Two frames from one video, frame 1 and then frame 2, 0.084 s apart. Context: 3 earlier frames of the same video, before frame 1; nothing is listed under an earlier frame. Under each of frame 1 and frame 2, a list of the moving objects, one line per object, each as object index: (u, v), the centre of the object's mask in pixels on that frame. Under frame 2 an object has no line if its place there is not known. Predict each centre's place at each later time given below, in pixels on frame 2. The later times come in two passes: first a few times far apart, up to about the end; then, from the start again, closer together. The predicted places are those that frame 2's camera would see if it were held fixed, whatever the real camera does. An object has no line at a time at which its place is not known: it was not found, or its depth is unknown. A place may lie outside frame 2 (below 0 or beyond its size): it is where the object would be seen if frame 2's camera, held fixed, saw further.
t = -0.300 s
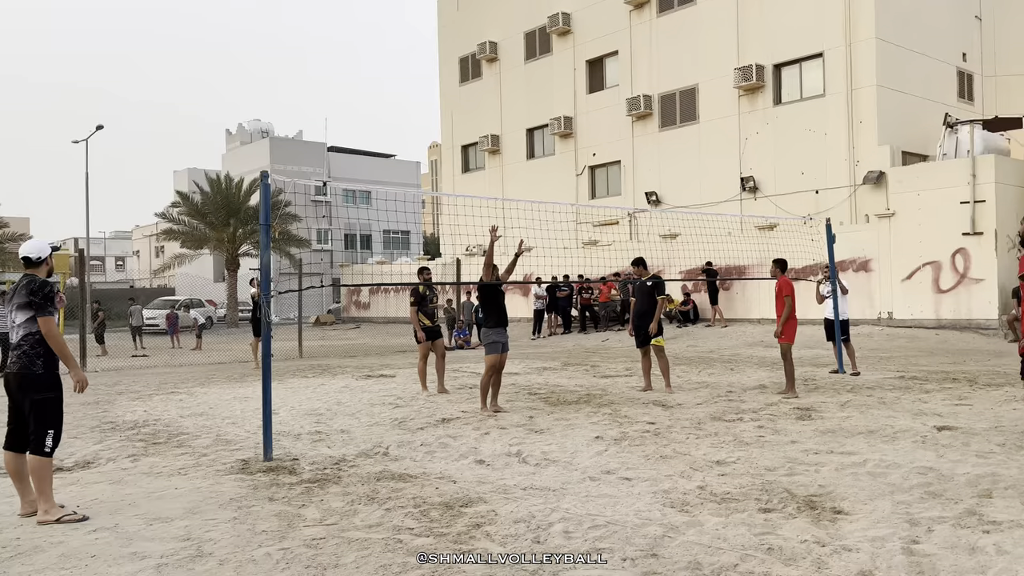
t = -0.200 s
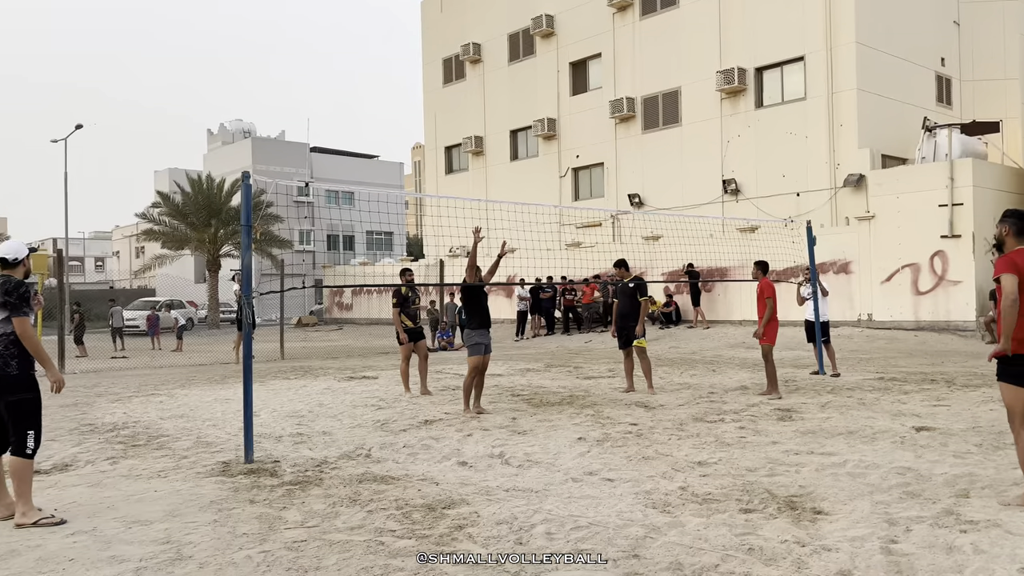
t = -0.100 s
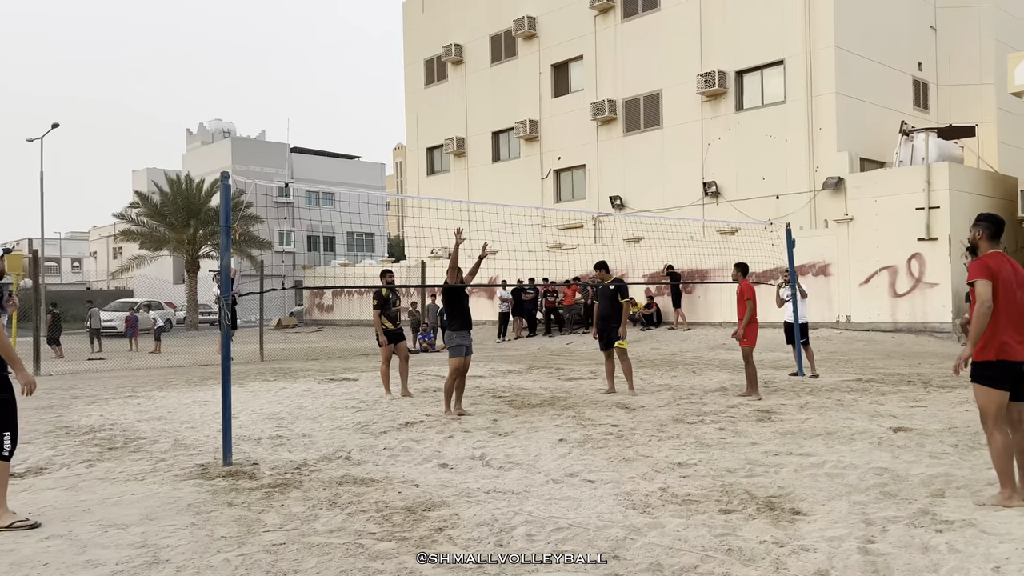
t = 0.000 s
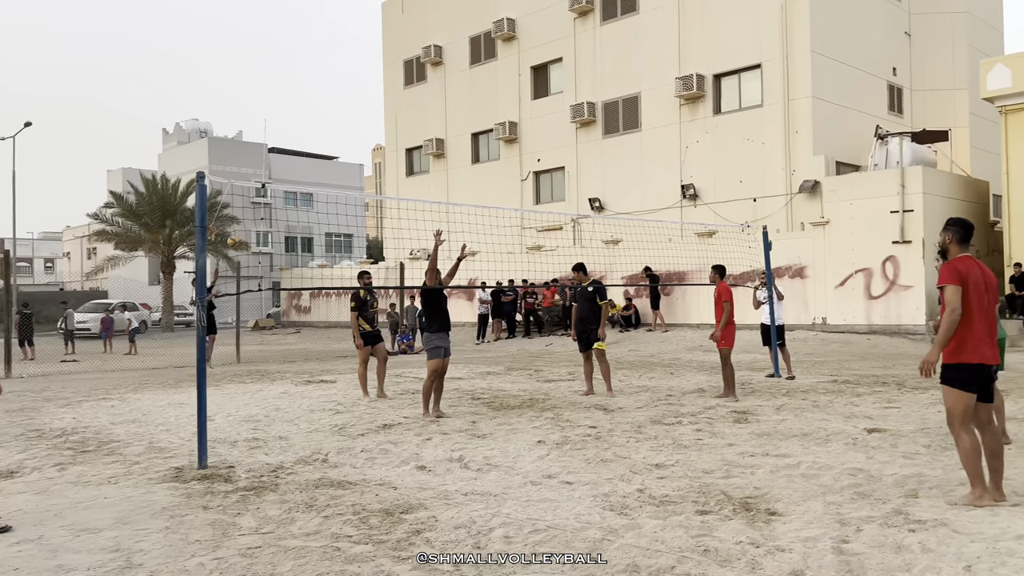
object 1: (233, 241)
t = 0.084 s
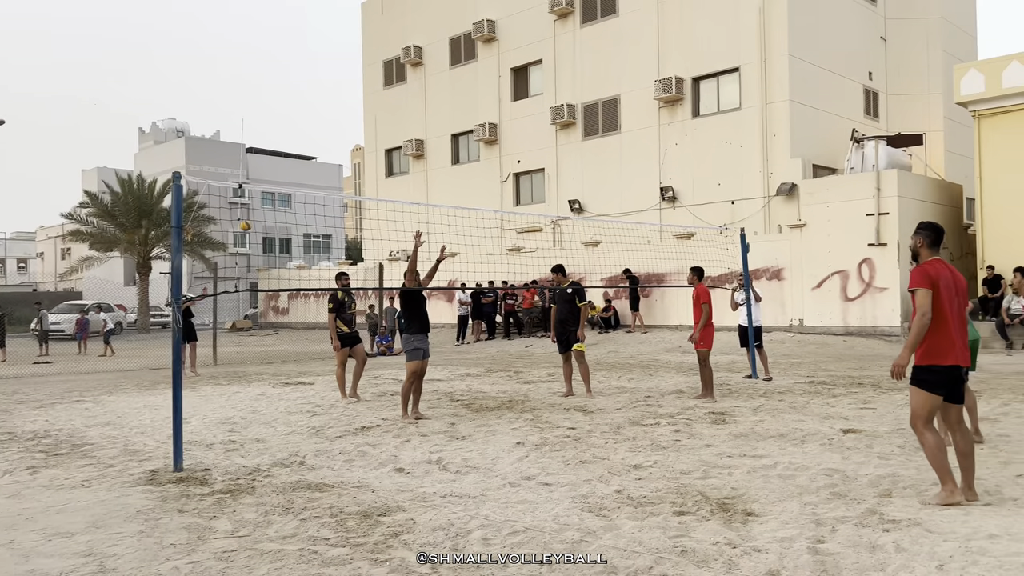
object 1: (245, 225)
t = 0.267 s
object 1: (333, 197)
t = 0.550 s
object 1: (509, 189)
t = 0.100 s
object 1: (252, 223)
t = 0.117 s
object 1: (260, 220)
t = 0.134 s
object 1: (268, 217)
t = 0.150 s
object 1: (275, 214)
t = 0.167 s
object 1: (283, 211)
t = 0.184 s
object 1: (291, 209)
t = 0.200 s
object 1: (299, 206)
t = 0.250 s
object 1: (324, 201)
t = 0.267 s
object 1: (333, 197)
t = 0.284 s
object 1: (343, 194)
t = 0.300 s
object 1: (352, 192)
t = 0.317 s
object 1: (359, 192)
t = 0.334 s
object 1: (371, 190)
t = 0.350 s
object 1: (377, 189)
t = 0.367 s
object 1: (387, 188)
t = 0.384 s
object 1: (397, 187)
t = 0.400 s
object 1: (407, 187)
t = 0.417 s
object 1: (417, 186)
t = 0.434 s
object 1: (427, 186)
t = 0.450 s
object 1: (438, 185)
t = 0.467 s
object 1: (449, 185)
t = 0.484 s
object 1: (460, 185)
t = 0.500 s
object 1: (472, 186)
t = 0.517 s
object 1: (484, 187)
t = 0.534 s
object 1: (496, 187)
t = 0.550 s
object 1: (509, 189)
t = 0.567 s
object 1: (522, 190)
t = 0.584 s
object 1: (535, 192)
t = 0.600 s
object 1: (548, 194)
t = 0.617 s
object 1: (562, 196)
